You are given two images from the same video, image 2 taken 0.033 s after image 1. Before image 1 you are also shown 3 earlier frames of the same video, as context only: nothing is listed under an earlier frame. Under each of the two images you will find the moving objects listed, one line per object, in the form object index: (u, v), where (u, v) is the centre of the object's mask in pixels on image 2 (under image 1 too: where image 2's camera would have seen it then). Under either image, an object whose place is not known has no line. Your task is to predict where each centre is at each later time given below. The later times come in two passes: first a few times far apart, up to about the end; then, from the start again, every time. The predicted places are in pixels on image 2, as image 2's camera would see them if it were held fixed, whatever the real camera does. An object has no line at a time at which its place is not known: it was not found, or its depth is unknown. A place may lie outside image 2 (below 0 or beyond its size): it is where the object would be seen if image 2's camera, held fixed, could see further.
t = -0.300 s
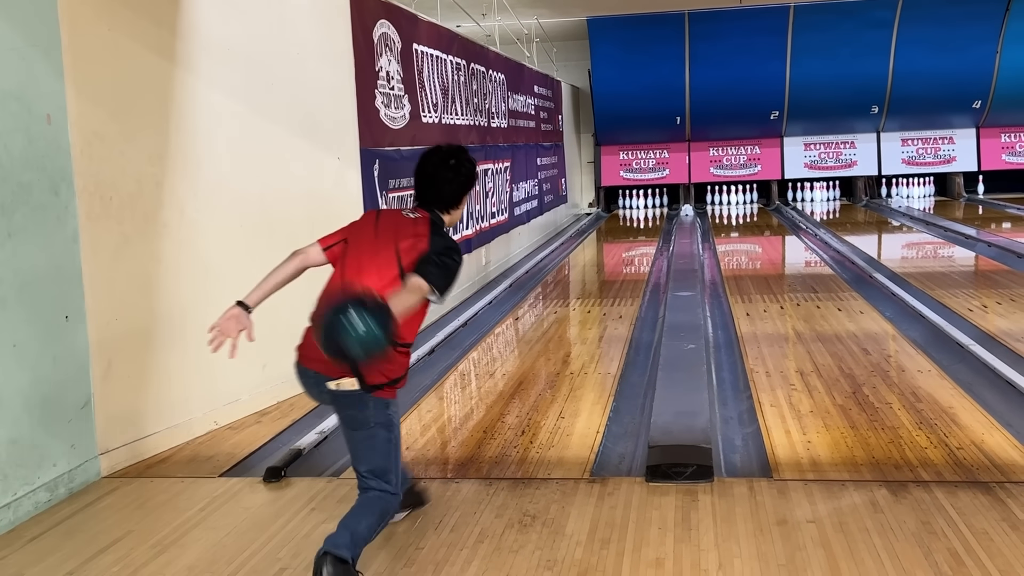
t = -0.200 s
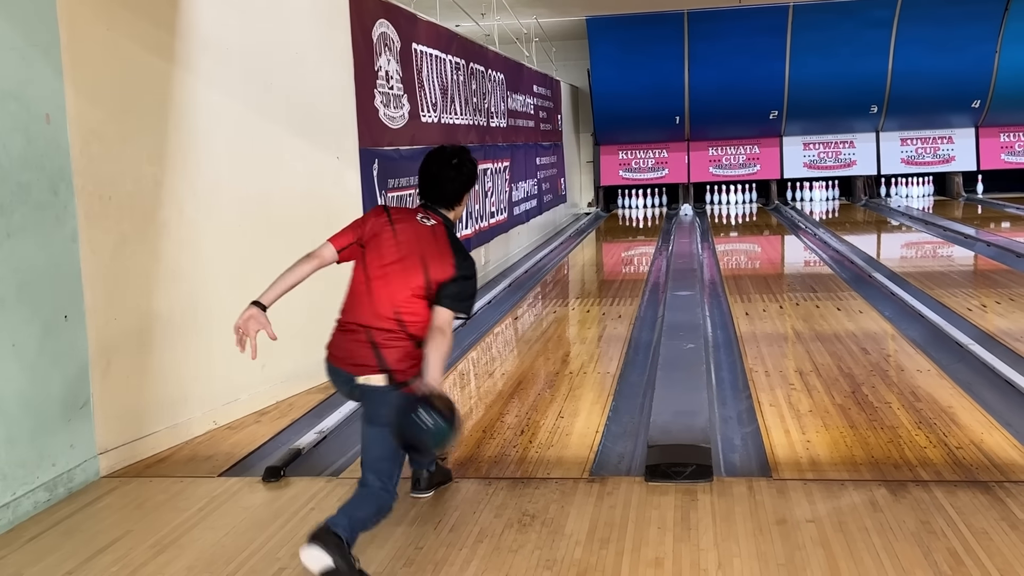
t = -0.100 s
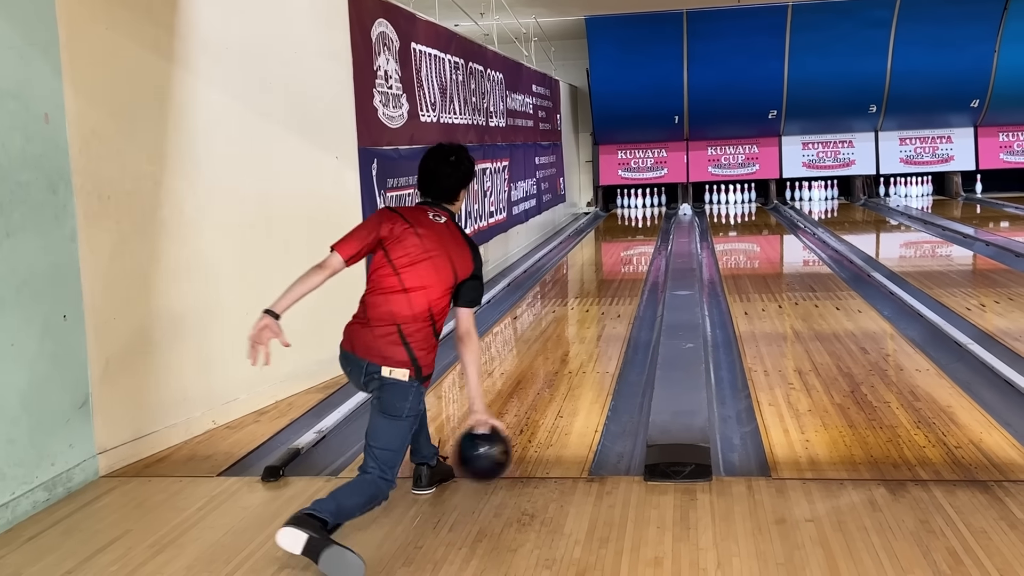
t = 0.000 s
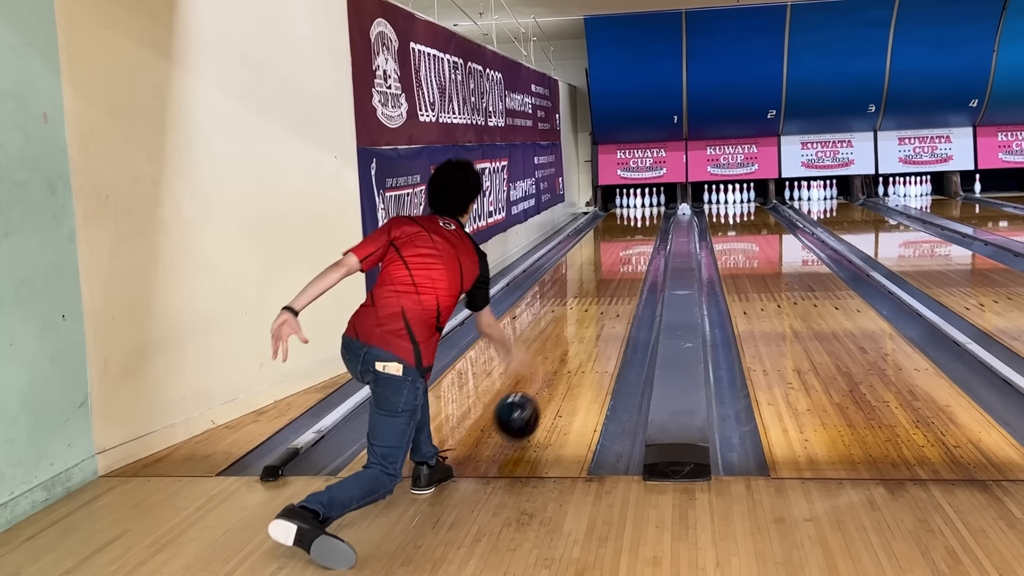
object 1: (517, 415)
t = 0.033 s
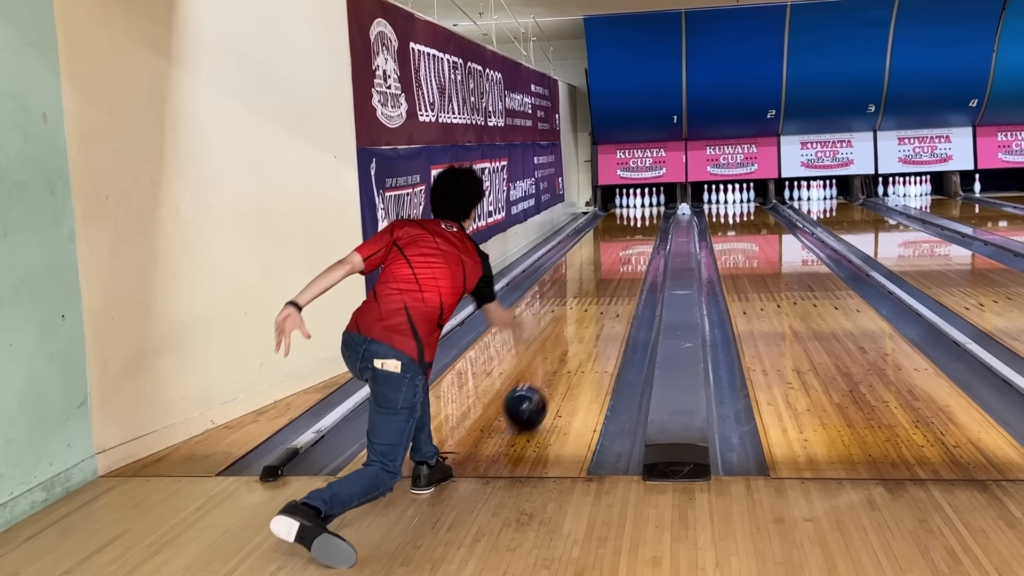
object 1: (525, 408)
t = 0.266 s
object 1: (566, 336)
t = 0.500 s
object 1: (588, 296)
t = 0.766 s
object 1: (605, 266)
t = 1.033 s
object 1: (616, 246)
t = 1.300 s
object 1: (623, 233)
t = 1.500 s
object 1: (628, 224)
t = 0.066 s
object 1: (533, 394)
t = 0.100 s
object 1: (540, 383)
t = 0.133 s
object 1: (546, 372)
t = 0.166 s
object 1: (552, 362)
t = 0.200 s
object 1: (557, 352)
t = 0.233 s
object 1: (561, 344)
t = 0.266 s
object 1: (566, 336)
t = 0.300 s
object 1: (570, 329)
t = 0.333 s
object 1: (573, 323)
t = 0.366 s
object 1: (577, 316)
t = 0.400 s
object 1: (580, 310)
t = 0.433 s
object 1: (583, 305)
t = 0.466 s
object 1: (586, 300)
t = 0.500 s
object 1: (588, 296)
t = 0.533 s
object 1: (591, 291)
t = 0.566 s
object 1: (593, 287)
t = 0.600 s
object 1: (596, 283)
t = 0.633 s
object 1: (598, 279)
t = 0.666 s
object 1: (599, 276)
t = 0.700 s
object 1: (601, 272)
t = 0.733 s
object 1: (603, 269)
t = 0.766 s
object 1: (605, 266)
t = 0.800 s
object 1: (607, 263)
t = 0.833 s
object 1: (608, 260)
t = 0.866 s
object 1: (609, 257)
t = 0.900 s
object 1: (611, 255)
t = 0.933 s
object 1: (612, 253)
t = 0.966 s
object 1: (613, 250)
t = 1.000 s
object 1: (615, 248)
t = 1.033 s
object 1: (616, 246)
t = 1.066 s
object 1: (617, 244)
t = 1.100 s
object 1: (618, 242)
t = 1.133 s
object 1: (619, 240)
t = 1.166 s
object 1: (620, 239)
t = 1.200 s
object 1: (621, 237)
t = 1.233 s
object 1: (622, 235)
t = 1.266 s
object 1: (622, 234)
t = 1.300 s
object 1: (623, 233)
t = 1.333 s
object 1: (624, 231)
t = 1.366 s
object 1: (625, 229)
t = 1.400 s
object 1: (625, 228)
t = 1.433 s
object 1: (626, 227)
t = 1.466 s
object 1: (627, 225)
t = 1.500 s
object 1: (628, 224)
